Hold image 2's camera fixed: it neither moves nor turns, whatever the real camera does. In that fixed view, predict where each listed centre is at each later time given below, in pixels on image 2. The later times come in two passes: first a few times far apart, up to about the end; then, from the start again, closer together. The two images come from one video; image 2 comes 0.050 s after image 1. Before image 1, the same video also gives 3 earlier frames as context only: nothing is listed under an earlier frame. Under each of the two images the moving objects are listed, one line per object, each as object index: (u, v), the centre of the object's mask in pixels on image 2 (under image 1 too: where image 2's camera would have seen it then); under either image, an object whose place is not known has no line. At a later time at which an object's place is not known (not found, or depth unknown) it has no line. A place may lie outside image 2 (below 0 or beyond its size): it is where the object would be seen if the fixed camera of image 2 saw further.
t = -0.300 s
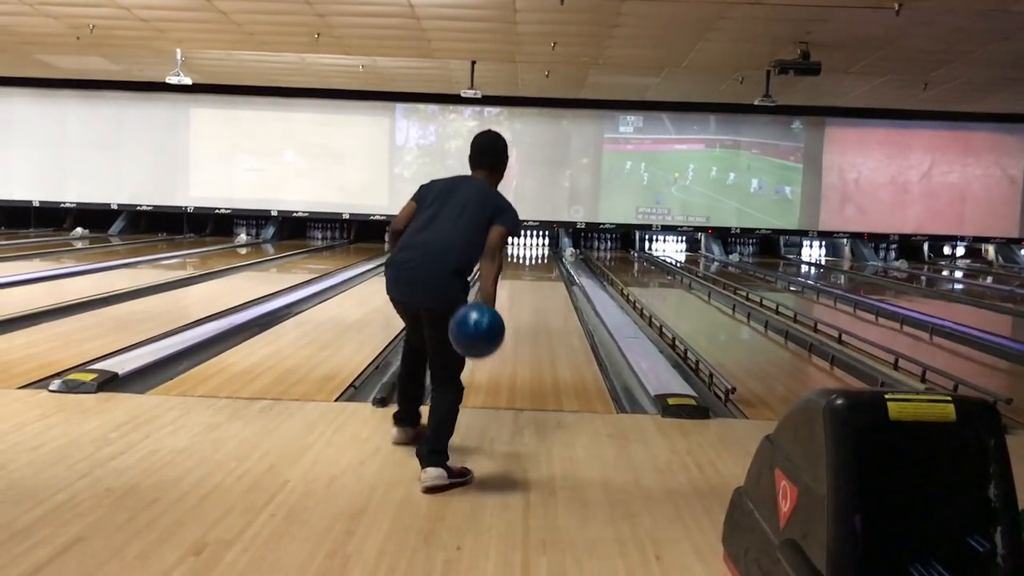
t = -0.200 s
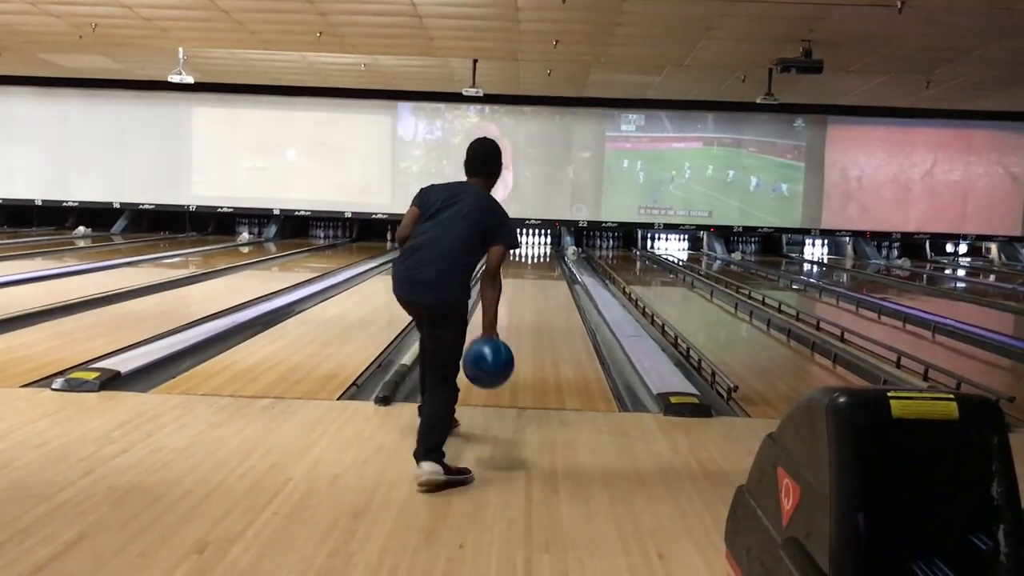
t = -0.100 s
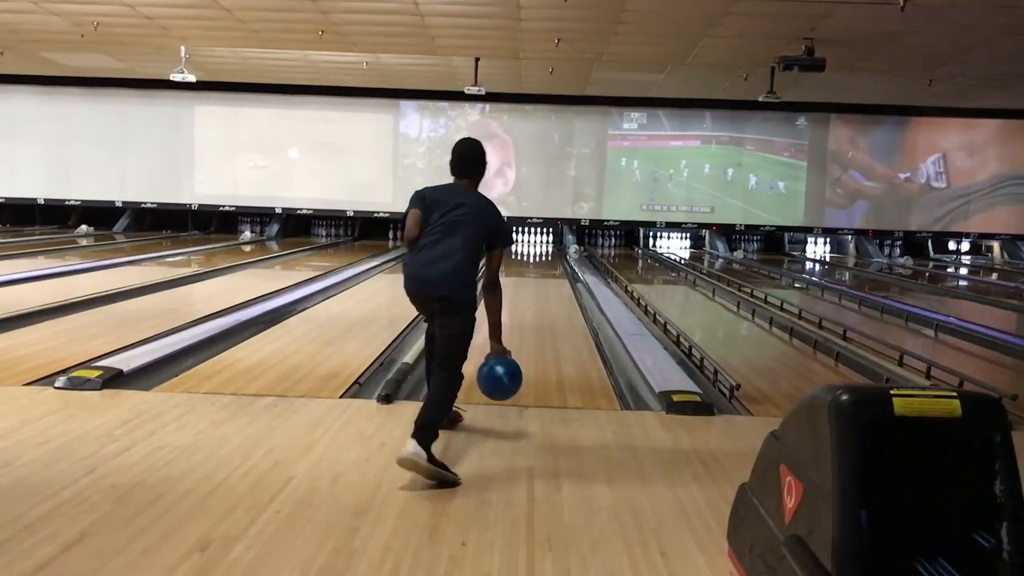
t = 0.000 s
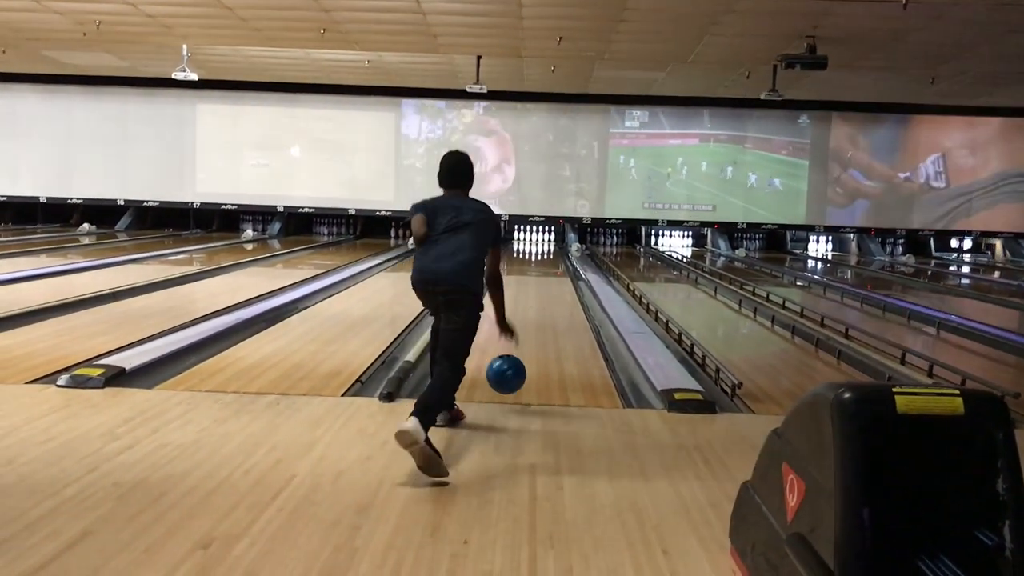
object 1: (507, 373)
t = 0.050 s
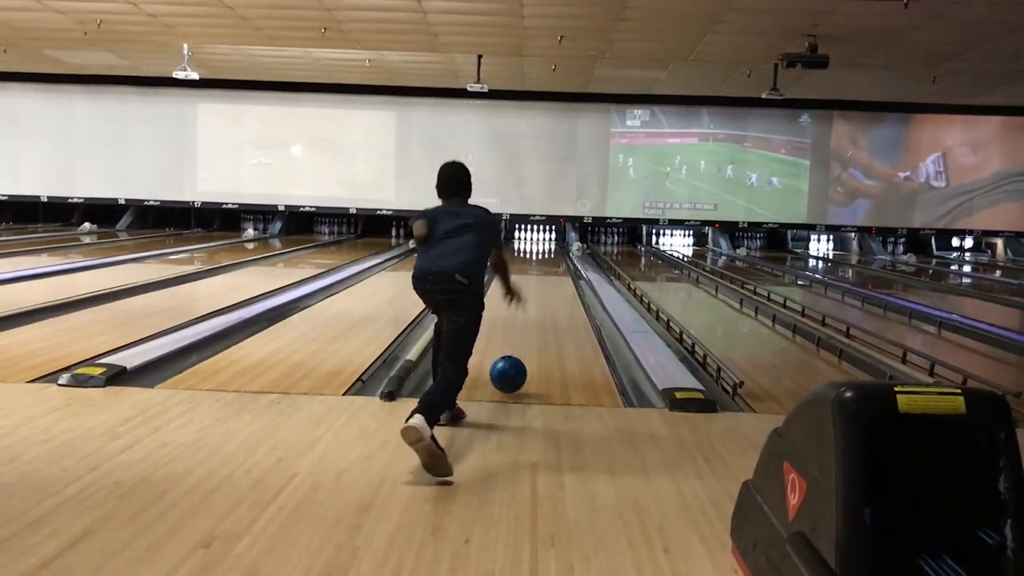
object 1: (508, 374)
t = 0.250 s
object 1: (512, 340)
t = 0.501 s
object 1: (516, 310)
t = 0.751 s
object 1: (518, 292)
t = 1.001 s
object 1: (520, 278)
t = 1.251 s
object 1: (520, 268)
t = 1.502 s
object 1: (521, 260)
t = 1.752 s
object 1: (521, 254)
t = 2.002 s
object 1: (522, 249)
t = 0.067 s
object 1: (508, 373)
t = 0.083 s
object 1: (509, 369)
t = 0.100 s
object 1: (509, 365)
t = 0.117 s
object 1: (510, 361)
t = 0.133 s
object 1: (510, 358)
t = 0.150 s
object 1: (510, 356)
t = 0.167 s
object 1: (511, 354)
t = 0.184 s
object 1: (511, 351)
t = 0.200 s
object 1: (511, 348)
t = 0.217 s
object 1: (512, 345)
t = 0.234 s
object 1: (512, 342)
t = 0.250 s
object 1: (512, 340)
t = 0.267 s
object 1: (513, 338)
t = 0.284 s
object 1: (513, 335)
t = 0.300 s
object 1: (513, 333)
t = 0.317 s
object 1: (513, 331)
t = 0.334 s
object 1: (514, 328)
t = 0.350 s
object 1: (514, 326)
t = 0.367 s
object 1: (514, 324)
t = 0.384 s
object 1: (514, 323)
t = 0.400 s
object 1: (514, 321)
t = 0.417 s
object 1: (515, 319)
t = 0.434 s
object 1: (515, 317)
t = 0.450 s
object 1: (515, 315)
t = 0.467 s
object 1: (515, 314)
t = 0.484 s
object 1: (515, 312)
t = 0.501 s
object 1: (516, 310)
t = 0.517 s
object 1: (516, 309)
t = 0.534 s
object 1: (514, 308)
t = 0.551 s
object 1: (512, 306)
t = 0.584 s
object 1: (523, 303)
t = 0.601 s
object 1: (521, 302)
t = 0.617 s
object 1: (520, 300)
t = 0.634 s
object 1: (518, 299)
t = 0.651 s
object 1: (517, 299)
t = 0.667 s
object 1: (517, 297)
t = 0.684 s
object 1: (517, 296)
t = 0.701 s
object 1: (517, 295)
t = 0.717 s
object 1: (518, 294)
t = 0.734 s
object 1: (518, 293)
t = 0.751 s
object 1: (518, 292)
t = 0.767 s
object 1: (518, 291)
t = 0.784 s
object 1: (518, 290)
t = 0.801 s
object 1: (518, 289)
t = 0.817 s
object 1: (519, 288)
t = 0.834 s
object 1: (519, 287)
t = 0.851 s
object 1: (519, 286)
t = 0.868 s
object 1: (519, 285)
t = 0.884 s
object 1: (519, 284)
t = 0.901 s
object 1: (519, 283)
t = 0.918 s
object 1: (519, 282)
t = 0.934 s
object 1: (519, 281)
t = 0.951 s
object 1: (519, 280)
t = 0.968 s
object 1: (519, 279)
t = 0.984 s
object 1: (520, 279)
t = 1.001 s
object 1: (520, 278)
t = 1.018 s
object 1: (520, 277)
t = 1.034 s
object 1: (520, 277)
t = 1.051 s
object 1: (520, 276)
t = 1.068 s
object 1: (520, 275)
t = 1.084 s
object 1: (520, 275)
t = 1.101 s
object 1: (520, 274)
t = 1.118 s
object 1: (520, 273)
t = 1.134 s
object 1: (520, 273)
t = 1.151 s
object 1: (520, 272)
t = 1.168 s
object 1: (520, 272)
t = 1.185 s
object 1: (520, 271)
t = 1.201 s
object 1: (520, 270)
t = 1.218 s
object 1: (520, 269)
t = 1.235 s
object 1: (520, 269)
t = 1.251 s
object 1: (520, 268)
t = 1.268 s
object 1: (520, 267)
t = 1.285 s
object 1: (520, 267)
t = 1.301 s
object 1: (520, 267)
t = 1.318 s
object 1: (520, 266)
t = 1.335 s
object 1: (520, 265)
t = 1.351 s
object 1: (520, 264)
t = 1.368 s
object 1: (520, 264)
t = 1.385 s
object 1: (520, 263)
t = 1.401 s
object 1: (521, 263)
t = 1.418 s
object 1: (521, 263)
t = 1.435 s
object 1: (521, 262)
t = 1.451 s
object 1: (521, 261)
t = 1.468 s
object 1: (521, 261)
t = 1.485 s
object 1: (521, 261)
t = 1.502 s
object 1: (521, 260)
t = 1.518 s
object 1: (521, 260)
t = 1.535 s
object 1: (521, 259)
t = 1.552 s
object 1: (521, 259)
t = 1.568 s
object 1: (521, 258)
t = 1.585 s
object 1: (521, 258)
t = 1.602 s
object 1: (521, 258)
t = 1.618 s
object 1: (521, 257)
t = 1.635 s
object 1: (521, 256)
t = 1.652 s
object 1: (521, 256)
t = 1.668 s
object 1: (521, 256)
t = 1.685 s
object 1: (521, 255)
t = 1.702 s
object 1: (521, 255)
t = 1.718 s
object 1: (521, 255)
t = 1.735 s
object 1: (521, 255)
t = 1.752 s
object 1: (521, 254)
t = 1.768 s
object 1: (522, 254)
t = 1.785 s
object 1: (522, 253)
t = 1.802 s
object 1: (522, 253)
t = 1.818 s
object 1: (522, 253)
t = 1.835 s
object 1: (522, 253)
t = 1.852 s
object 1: (522, 252)
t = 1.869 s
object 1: (522, 252)
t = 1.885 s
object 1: (522, 252)
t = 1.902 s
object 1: (522, 251)
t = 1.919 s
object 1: (522, 251)
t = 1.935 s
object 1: (522, 251)
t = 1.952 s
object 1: (522, 250)
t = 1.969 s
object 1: (522, 250)
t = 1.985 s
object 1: (522, 249)
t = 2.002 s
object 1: (522, 249)
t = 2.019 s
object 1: (522, 249)
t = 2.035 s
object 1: (522, 249)
